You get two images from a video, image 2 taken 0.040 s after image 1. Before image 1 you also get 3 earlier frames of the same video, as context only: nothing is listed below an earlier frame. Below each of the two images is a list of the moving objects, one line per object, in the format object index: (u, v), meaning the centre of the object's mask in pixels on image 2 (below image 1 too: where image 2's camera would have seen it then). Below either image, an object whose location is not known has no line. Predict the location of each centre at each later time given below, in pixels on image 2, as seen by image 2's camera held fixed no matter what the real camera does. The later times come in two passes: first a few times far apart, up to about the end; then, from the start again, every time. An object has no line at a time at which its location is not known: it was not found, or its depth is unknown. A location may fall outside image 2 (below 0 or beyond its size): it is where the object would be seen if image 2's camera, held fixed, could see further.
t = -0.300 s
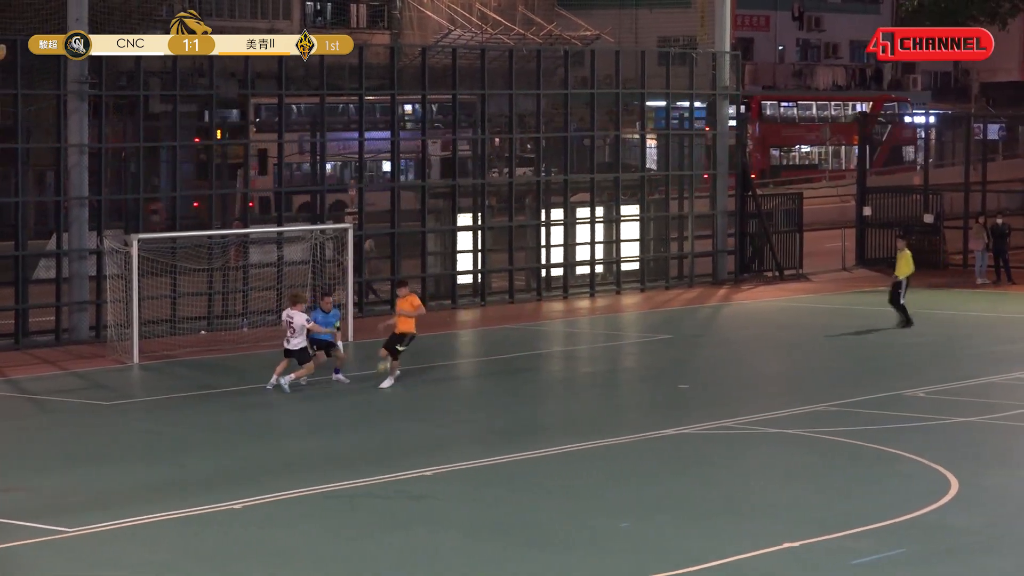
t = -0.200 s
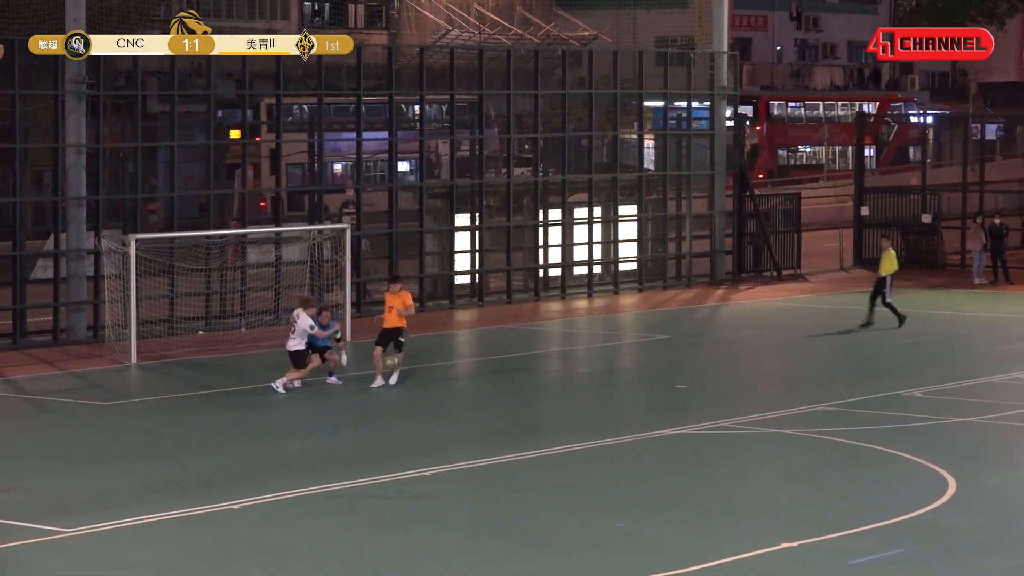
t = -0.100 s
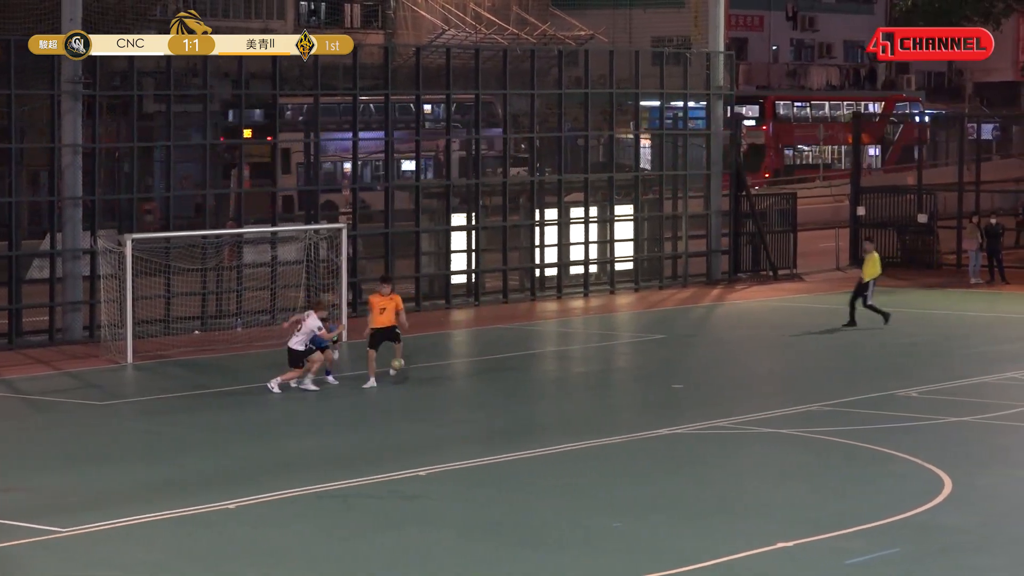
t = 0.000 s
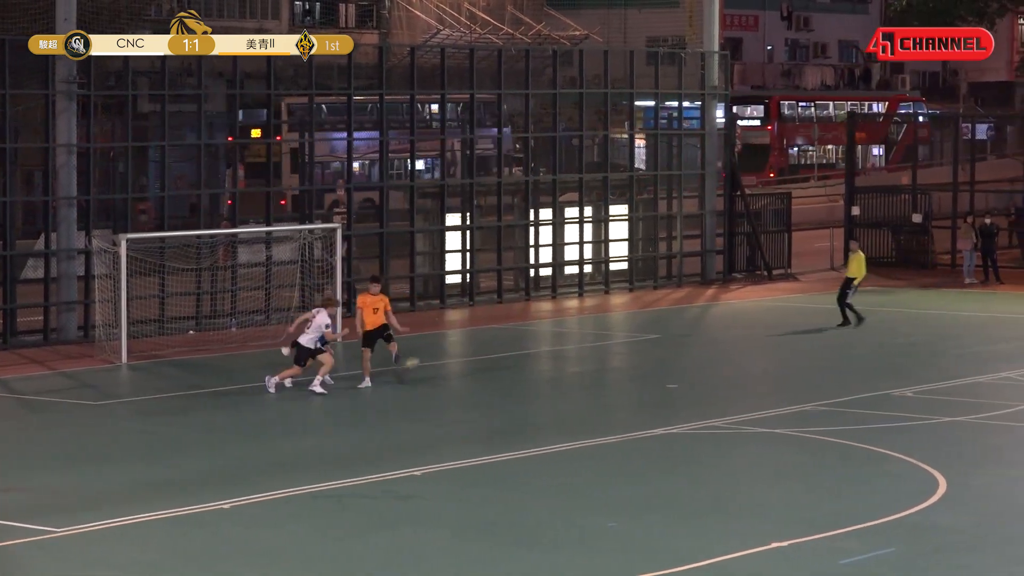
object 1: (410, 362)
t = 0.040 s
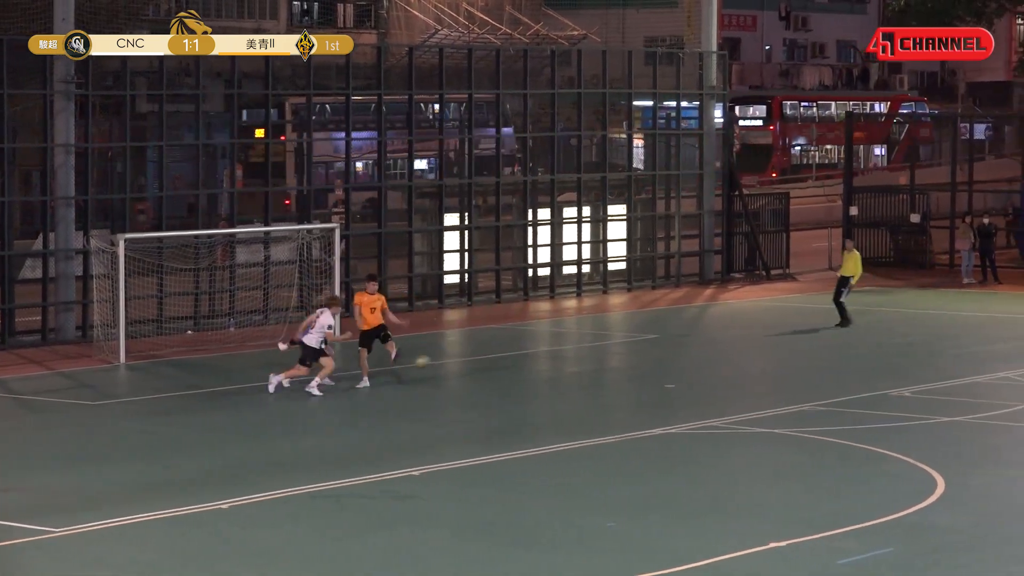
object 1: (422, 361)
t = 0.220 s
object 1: (478, 365)
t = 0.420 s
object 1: (544, 398)
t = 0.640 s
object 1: (606, 391)
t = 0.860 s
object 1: (664, 402)
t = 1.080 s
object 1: (720, 411)
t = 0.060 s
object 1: (428, 360)
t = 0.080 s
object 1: (434, 360)
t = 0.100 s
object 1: (440, 360)
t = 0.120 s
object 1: (446, 361)
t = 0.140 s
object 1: (453, 362)
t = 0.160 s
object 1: (460, 363)
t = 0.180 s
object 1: (466, 364)
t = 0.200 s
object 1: (471, 364)
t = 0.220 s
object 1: (478, 365)
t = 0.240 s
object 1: (484, 368)
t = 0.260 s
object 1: (491, 370)
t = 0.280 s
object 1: (497, 373)
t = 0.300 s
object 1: (504, 375)
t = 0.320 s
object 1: (510, 378)
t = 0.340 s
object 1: (517, 381)
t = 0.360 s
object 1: (524, 385)
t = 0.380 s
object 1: (530, 389)
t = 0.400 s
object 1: (537, 393)
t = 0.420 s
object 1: (544, 398)
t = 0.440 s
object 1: (552, 404)
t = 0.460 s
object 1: (558, 407)
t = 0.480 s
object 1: (563, 404)
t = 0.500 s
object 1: (568, 401)
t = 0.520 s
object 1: (573, 399)
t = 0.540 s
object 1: (578, 397)
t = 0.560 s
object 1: (584, 395)
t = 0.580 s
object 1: (589, 394)
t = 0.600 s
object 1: (594, 393)
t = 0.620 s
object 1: (600, 391)
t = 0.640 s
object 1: (606, 391)
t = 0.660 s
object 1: (611, 391)
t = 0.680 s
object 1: (616, 390)
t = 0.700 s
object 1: (621, 390)
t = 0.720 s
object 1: (627, 390)
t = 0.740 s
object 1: (633, 392)
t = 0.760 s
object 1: (638, 393)
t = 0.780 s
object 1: (644, 394)
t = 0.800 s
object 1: (649, 396)
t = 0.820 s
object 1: (654, 398)
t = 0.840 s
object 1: (659, 399)
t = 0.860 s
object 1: (664, 402)
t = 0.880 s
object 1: (669, 405)
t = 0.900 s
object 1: (674, 409)
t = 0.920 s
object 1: (680, 412)
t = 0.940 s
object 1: (684, 416)
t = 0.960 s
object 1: (689, 421)
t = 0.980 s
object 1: (694, 420)
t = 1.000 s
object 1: (699, 417)
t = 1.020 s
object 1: (704, 416)
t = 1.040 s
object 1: (709, 414)
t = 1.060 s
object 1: (714, 412)
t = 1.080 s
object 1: (720, 411)
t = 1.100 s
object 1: (724, 410)
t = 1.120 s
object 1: (729, 410)
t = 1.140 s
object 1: (734, 409)
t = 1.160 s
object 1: (740, 409)
